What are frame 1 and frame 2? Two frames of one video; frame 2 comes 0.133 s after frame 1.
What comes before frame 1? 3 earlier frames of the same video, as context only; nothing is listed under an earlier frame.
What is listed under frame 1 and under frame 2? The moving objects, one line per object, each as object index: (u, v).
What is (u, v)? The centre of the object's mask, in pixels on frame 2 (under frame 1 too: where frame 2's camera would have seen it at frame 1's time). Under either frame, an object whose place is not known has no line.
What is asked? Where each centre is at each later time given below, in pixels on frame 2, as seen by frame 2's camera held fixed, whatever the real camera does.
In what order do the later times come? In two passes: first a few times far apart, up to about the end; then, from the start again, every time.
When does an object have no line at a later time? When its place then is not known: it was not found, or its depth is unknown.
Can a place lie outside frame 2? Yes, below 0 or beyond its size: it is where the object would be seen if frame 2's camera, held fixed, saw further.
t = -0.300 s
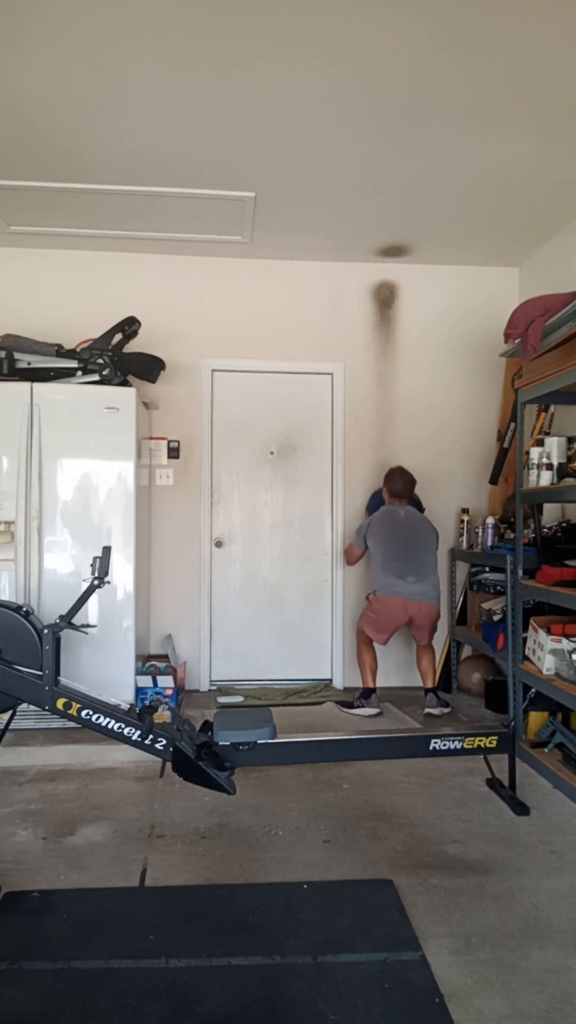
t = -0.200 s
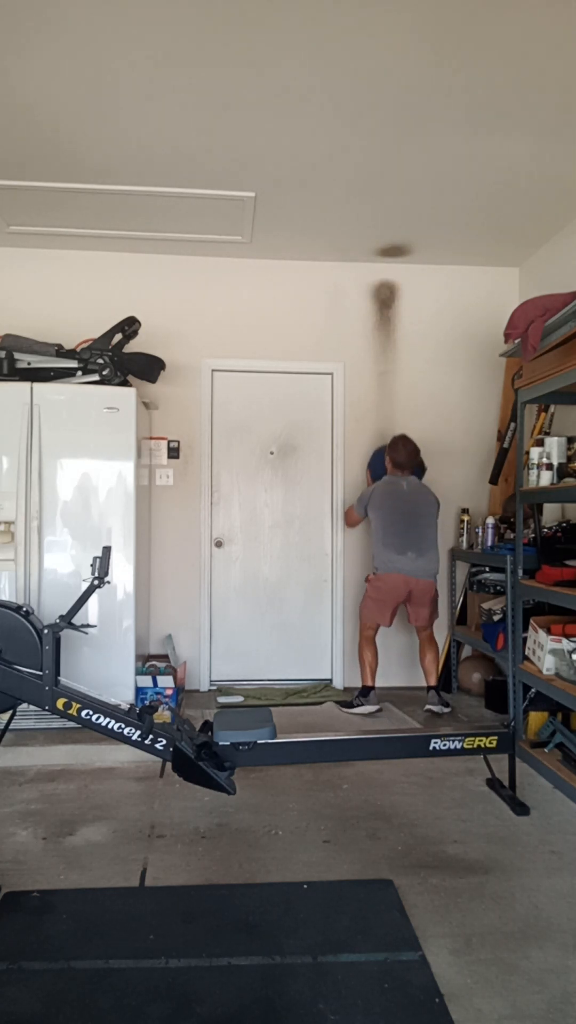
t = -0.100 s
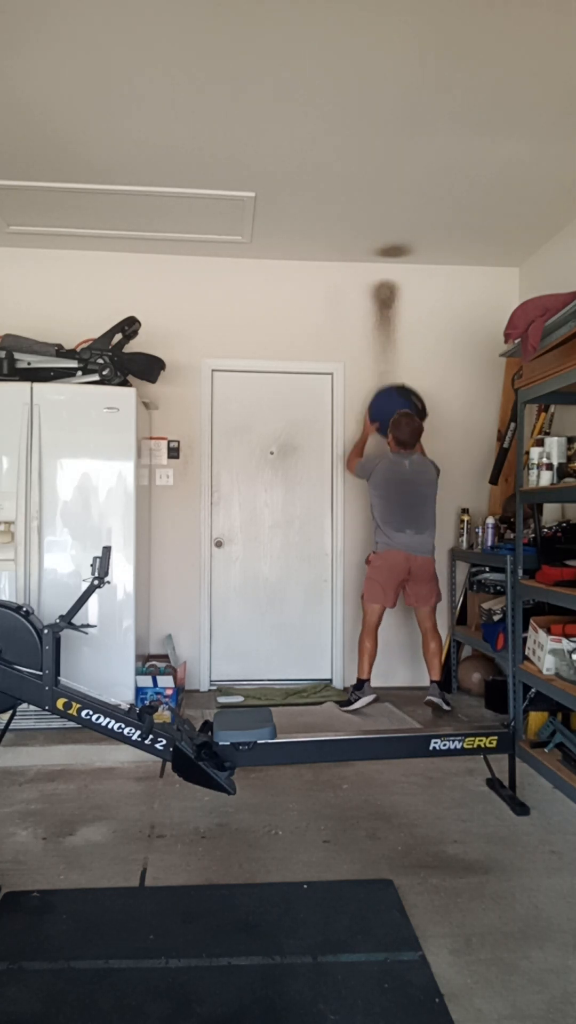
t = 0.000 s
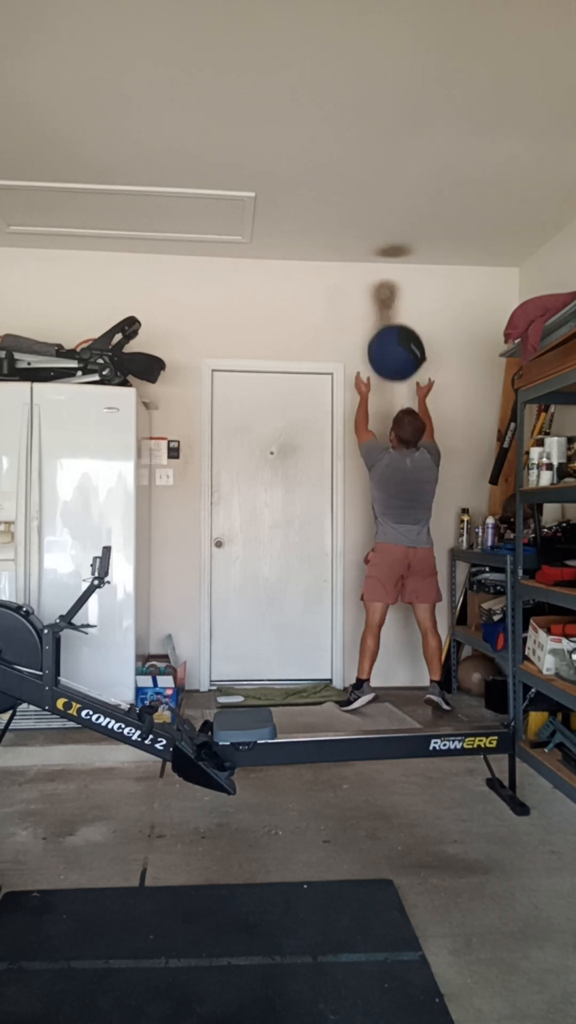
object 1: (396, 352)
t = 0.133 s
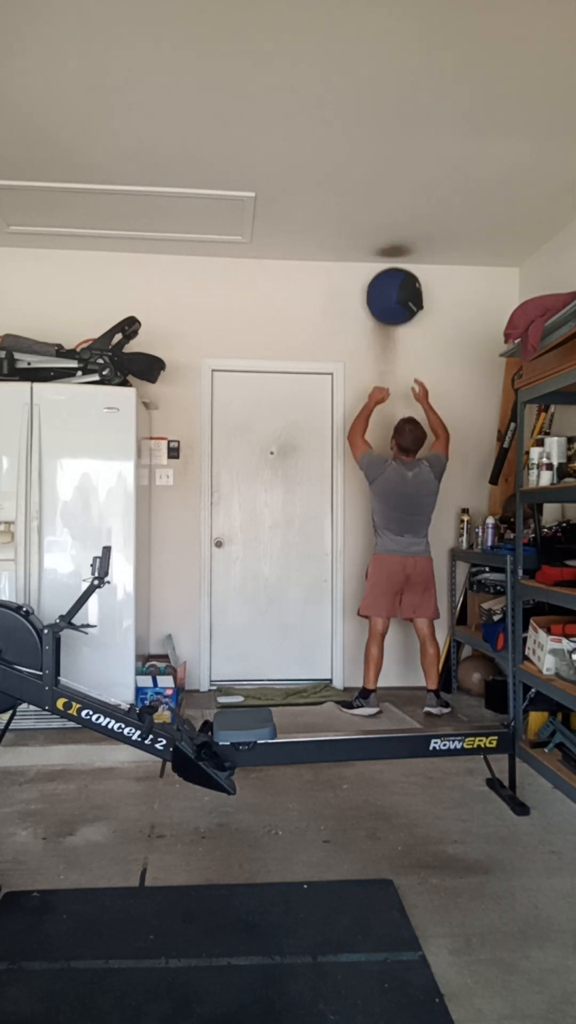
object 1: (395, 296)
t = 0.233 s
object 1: (393, 276)
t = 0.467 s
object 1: (393, 329)
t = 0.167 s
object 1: (394, 287)
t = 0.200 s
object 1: (394, 279)
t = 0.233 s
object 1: (393, 276)
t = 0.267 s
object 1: (393, 280)
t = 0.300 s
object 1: (392, 285)
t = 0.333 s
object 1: (392, 292)
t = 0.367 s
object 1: (392, 298)
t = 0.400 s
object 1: (392, 306)
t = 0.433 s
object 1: (393, 317)
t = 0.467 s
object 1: (393, 329)
